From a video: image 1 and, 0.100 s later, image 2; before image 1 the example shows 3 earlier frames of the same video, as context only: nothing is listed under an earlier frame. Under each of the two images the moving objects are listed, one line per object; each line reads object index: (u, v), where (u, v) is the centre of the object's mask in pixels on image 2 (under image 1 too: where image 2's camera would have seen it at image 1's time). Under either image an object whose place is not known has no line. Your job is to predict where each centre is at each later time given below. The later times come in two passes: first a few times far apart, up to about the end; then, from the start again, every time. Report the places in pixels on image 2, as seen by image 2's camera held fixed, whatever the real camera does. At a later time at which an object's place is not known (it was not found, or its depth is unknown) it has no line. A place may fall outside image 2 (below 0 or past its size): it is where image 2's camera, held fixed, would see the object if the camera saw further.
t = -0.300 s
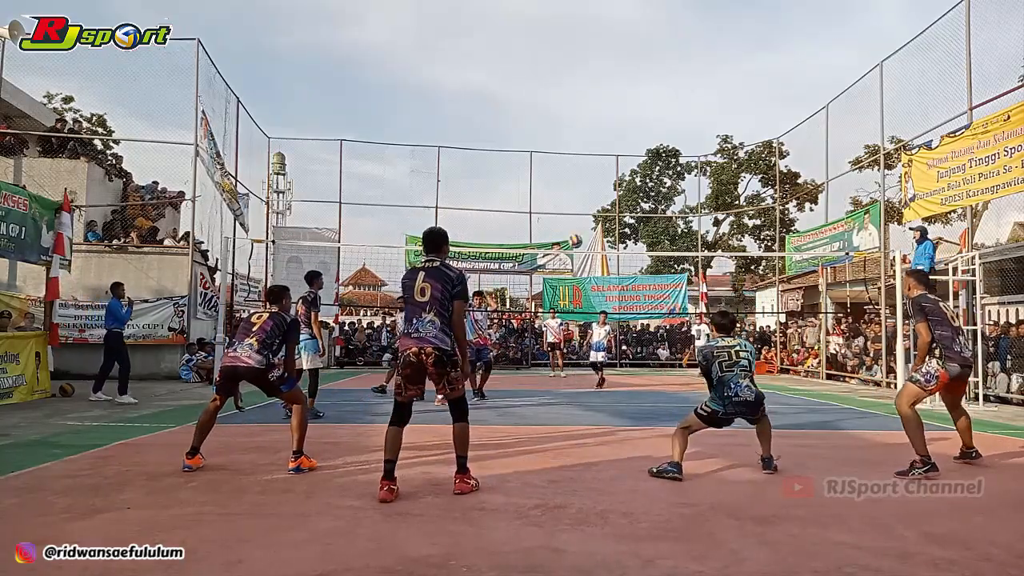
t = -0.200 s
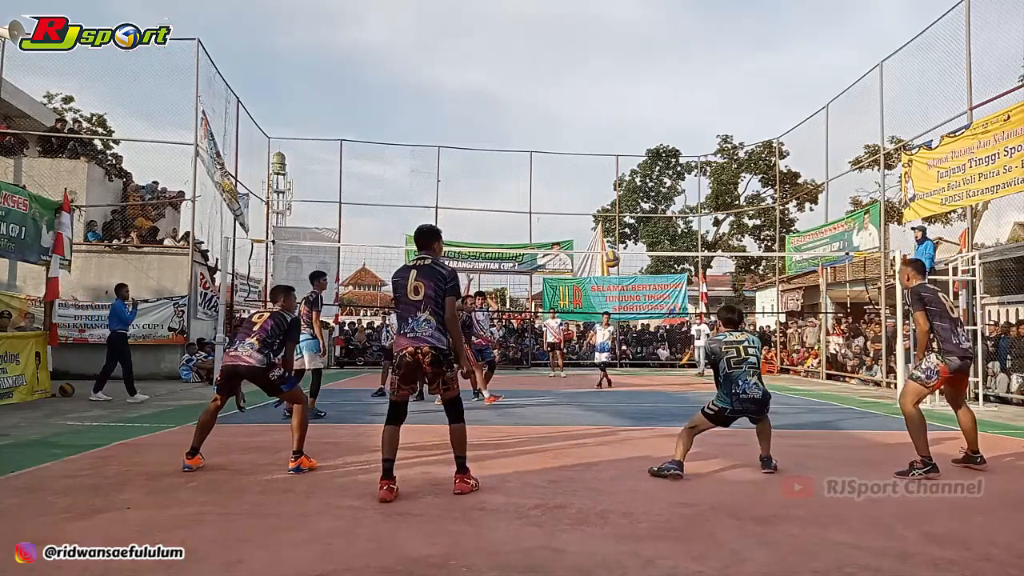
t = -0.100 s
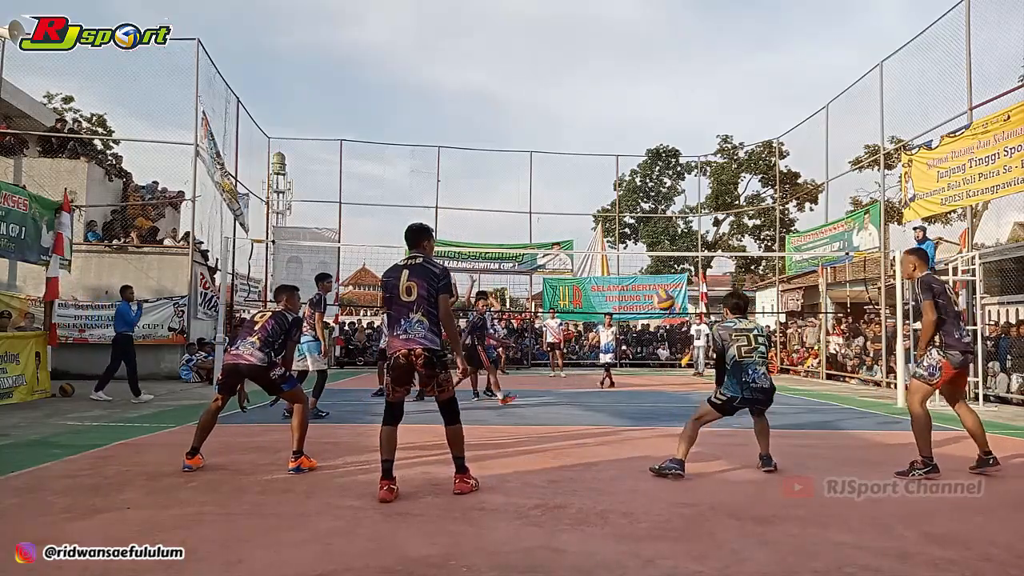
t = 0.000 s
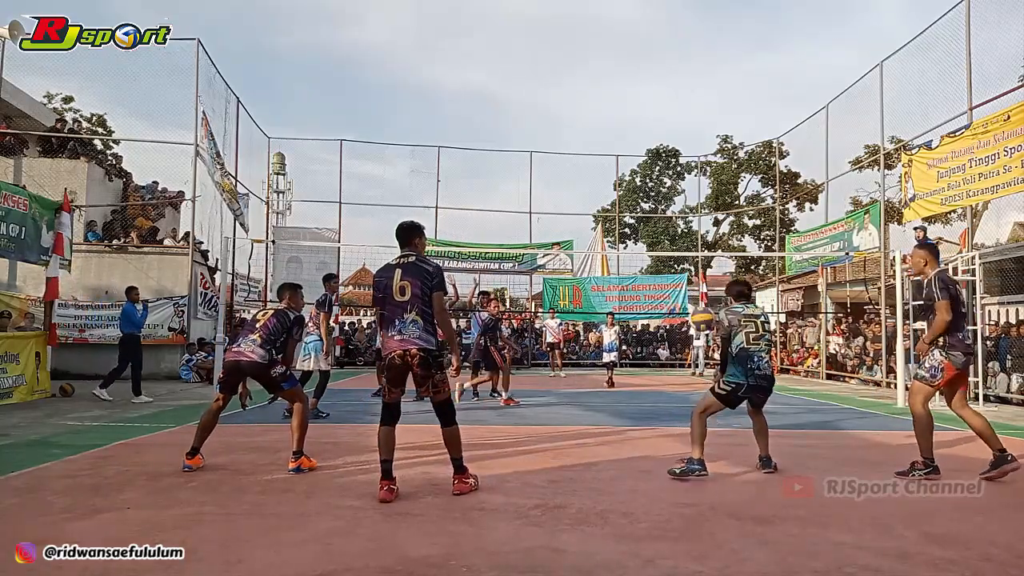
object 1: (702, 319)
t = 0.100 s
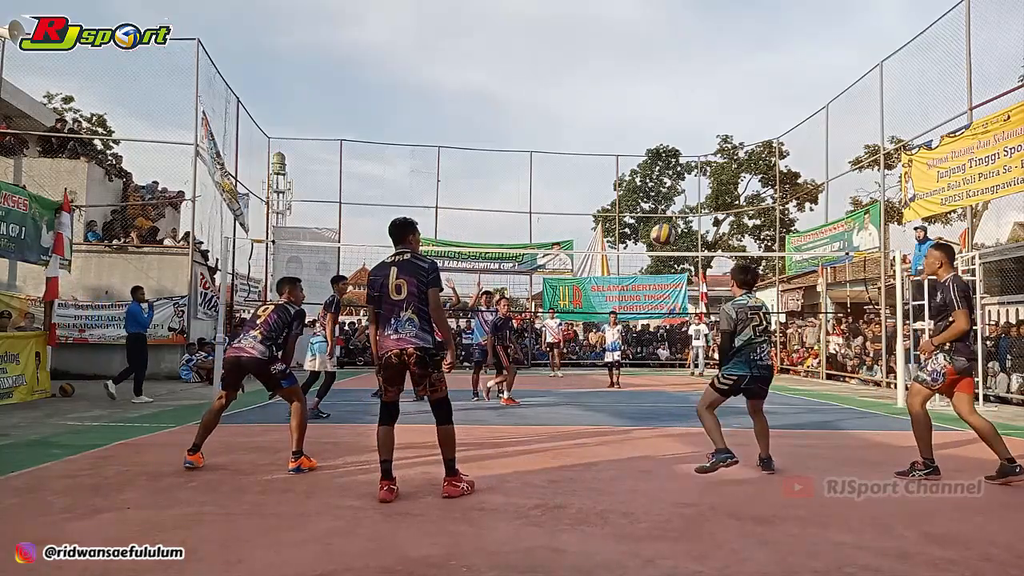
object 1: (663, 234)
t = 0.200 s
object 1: (629, 173)
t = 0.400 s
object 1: (574, 101)
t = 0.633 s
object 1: (524, 75)
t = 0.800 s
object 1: (495, 85)
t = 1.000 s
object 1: (466, 120)
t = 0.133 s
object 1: (650, 212)
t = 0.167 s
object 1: (639, 192)
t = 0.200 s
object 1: (629, 173)
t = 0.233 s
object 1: (618, 158)
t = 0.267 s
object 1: (609, 143)
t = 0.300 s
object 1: (599, 130)
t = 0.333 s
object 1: (591, 119)
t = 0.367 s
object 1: (582, 109)
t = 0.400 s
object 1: (574, 101)
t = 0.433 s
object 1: (566, 93)
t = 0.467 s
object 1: (558, 88)
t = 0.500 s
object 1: (551, 83)
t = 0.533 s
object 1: (544, 80)
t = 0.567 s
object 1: (537, 78)
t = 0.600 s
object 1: (530, 76)
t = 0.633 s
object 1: (524, 75)
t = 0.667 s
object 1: (518, 76)
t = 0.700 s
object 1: (512, 77)
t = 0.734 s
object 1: (506, 79)
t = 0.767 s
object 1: (501, 82)
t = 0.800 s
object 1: (495, 85)
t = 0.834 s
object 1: (490, 90)
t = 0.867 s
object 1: (485, 94)
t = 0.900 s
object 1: (480, 100)
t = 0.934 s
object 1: (475, 106)
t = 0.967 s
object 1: (471, 113)
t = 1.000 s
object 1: (466, 120)
